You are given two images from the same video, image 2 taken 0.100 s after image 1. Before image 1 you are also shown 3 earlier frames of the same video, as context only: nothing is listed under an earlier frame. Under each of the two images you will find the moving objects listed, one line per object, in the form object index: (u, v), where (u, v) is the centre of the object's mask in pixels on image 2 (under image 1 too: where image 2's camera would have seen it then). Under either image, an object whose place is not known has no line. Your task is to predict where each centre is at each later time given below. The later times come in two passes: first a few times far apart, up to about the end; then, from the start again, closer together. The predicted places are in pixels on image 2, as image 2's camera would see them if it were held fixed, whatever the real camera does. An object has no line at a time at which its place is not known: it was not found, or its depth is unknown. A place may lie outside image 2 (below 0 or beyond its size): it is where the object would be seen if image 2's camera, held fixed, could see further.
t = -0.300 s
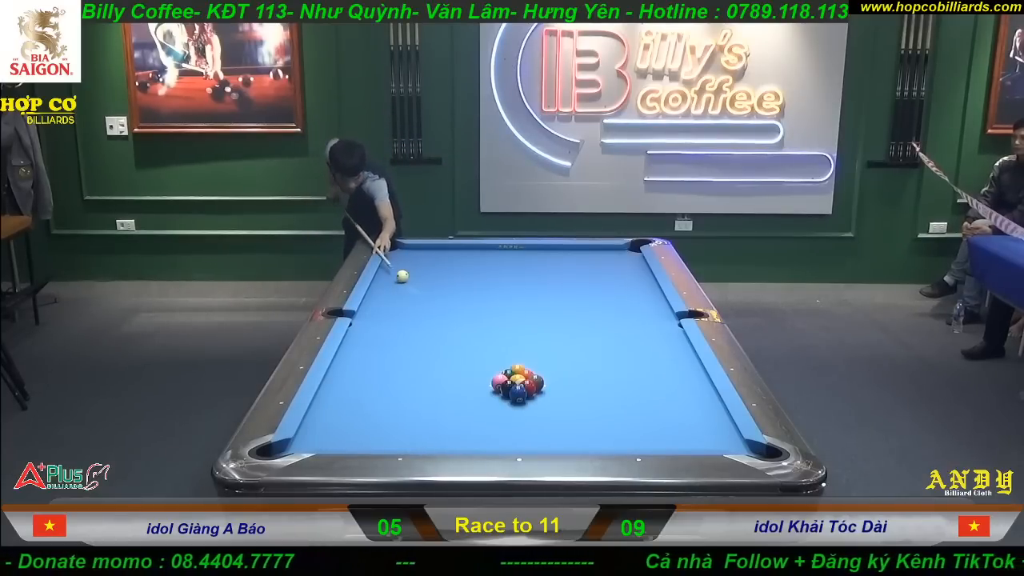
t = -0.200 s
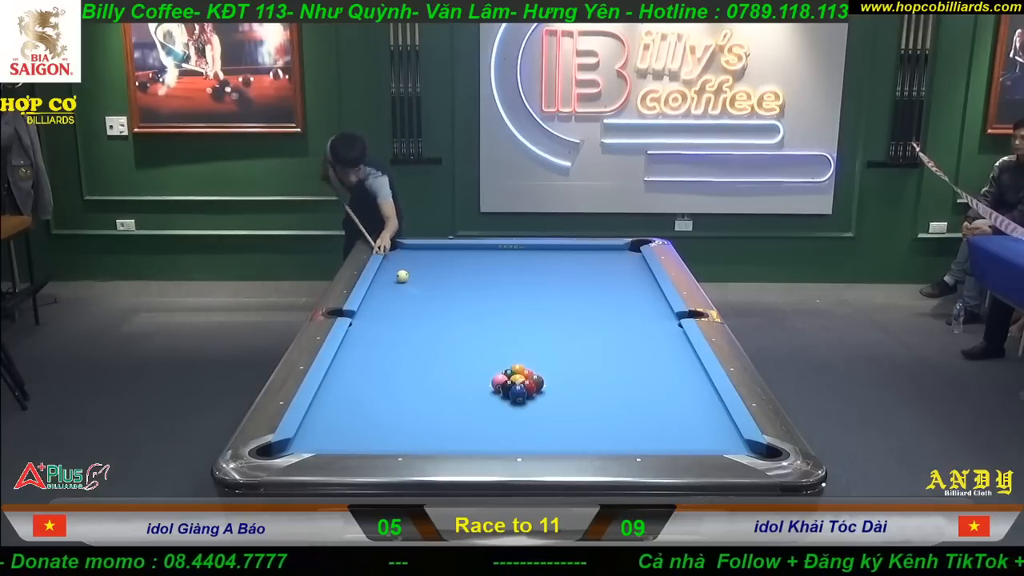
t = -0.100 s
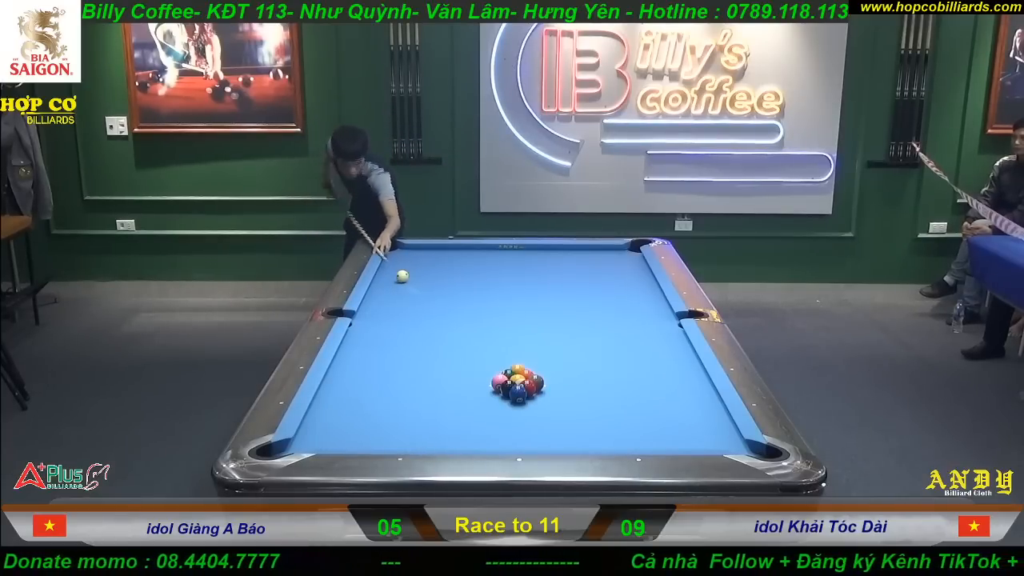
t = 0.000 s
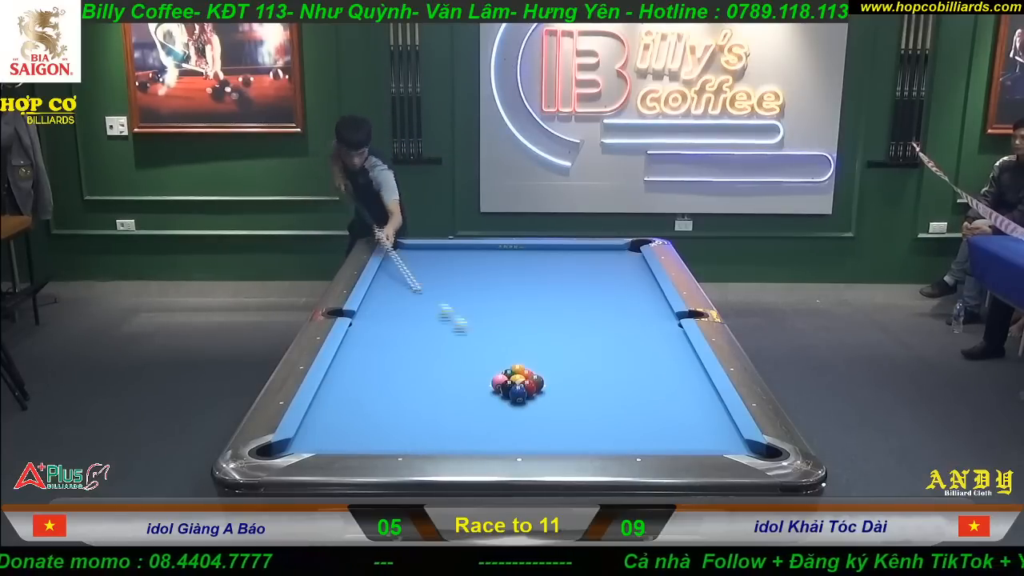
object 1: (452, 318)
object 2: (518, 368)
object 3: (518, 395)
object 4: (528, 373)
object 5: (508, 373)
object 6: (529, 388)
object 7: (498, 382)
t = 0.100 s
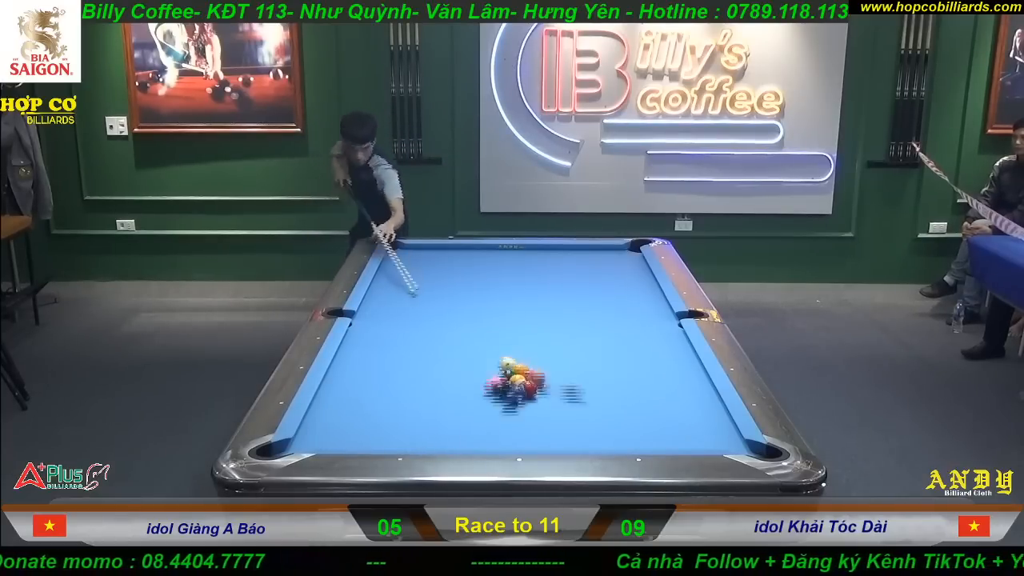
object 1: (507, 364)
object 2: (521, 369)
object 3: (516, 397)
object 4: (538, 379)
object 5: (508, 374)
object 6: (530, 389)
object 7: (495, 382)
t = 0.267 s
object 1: (479, 362)
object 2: (545, 365)
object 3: (455, 441)
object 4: (602, 374)
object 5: (503, 378)
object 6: (537, 401)
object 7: (444, 403)
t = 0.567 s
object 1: (435, 354)
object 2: (586, 354)
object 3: (416, 388)
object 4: (685, 365)
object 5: (495, 378)
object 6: (554, 421)
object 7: (355, 434)
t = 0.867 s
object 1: (402, 347)
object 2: (619, 344)
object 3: (390, 354)
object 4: (631, 360)
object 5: (491, 377)
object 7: (325, 424)
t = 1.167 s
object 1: (388, 324)
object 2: (653, 335)
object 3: (355, 338)
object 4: (576, 354)
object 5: (488, 376)
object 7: (323, 421)
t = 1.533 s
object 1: (375, 303)
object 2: (667, 326)
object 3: (393, 323)
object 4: (520, 349)
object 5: (487, 376)
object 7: (343, 419)
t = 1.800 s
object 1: (378, 289)
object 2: (650, 321)
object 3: (419, 313)
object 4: (479, 344)
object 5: (487, 376)
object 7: (357, 417)
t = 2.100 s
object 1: (391, 278)
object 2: (635, 317)
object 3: (442, 304)
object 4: (441, 341)
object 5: (487, 376)
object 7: (369, 416)
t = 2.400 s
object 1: (404, 266)
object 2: (620, 313)
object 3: (465, 294)
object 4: (400, 337)
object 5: (487, 376)
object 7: (380, 414)
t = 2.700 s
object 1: (414, 257)
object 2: (608, 309)
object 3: (484, 286)
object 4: (367, 334)
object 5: (487, 376)
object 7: (388, 413)
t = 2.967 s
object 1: (423, 249)
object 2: (597, 306)
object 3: (500, 279)
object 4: (363, 331)
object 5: (487, 376)
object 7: (394, 412)
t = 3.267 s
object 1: (433, 249)
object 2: (587, 303)
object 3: (515, 273)
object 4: (380, 330)
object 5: (487, 376)
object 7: (398, 411)
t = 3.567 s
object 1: (446, 253)
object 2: (578, 301)
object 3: (531, 267)
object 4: (397, 329)
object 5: (487, 376)
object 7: (401, 410)
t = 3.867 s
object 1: (457, 257)
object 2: (571, 299)
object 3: (544, 261)
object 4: (410, 327)
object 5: (487, 376)
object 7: (401, 410)
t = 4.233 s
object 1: (471, 262)
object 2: (563, 297)
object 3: (559, 255)
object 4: (425, 326)
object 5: (487, 376)
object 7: (401, 410)
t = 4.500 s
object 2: (559, 296)
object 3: (568, 252)
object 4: (433, 325)
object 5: (487, 376)
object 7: (401, 410)
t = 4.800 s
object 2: (556, 295)
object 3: (578, 248)
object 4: (442, 325)
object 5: (487, 376)
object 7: (401, 410)
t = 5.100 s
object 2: (554, 294)
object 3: (585, 248)
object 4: (448, 324)
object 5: (487, 376)
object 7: (401, 410)
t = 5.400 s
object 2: (554, 294)
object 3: (593, 250)
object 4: (452, 324)
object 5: (487, 376)
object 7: (401, 410)
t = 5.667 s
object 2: (554, 294)
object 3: (597, 251)
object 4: (455, 324)
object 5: (487, 376)
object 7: (401, 410)
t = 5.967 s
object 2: (554, 294)
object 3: (602, 253)
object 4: (456, 324)
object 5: (487, 376)
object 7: (401, 410)
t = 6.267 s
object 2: (554, 294)
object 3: (606, 253)
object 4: (455, 324)
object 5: (487, 376)
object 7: (401, 410)
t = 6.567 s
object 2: (554, 294)
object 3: (609, 254)
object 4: (456, 324)
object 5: (487, 376)
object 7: (401, 410)
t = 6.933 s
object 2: (554, 294)
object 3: (612, 254)
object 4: (455, 324)
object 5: (487, 376)
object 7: (401, 410)
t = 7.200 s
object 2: (554, 294)
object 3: (613, 255)
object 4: (456, 324)
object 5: (487, 376)
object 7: (401, 410)
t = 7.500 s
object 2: (554, 294)
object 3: (613, 255)
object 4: (456, 324)
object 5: (487, 376)
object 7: (401, 410)
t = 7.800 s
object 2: (554, 294)
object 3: (613, 255)
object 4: (456, 324)
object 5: (487, 376)
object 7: (401, 410)
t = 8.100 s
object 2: (554, 294)
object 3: (613, 255)
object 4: (456, 324)
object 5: (487, 376)
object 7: (401, 410)
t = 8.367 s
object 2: (554, 294)
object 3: (613, 255)
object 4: (456, 324)
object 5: (487, 376)
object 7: (401, 410)
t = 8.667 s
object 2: (554, 294)
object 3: (613, 255)
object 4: (456, 324)
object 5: (487, 376)
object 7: (401, 410)
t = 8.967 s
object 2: (554, 294)
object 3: (613, 255)
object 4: (456, 324)
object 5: (487, 376)
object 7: (401, 410)
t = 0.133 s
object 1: (499, 364)
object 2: (528, 370)
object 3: (499, 414)
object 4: (552, 377)
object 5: (505, 378)
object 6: (530, 393)
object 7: (483, 386)
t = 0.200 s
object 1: (485, 362)
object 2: (539, 367)
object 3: (470, 437)
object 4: (587, 375)
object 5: (504, 378)
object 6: (535, 399)
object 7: (455, 398)
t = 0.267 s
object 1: (479, 362)
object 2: (545, 365)
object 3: (455, 441)
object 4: (602, 374)
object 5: (503, 378)
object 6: (537, 401)
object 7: (444, 403)
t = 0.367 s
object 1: (462, 358)
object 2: (561, 360)
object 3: (438, 420)
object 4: (645, 370)
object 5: (500, 379)
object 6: (543, 409)
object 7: (407, 418)
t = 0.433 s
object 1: (451, 357)
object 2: (571, 357)
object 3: (429, 407)
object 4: (671, 368)
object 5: (497, 379)
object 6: (547, 414)
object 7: (383, 428)
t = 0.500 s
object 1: (446, 356)
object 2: (577, 355)
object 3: (425, 400)
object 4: (684, 367)
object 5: (496, 379)
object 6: (550, 416)
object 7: (370, 433)
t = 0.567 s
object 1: (435, 354)
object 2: (586, 354)
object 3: (416, 388)
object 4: (685, 365)
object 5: (495, 378)
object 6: (554, 421)
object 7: (355, 434)
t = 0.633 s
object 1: (425, 352)
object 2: (596, 350)
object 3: (409, 377)
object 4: (666, 363)
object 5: (494, 378)
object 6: (559, 427)
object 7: (349, 430)
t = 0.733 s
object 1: (414, 350)
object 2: (605, 347)
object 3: (401, 368)
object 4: (651, 362)
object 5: (492, 378)
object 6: (563, 433)
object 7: (340, 428)
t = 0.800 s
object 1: (405, 348)
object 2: (615, 345)
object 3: (394, 358)
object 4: (637, 360)
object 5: (491, 377)
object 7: (331, 423)
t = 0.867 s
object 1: (402, 347)
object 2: (619, 344)
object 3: (390, 354)
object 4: (631, 360)
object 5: (491, 377)
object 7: (325, 424)
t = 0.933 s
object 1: (397, 340)
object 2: (628, 342)
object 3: (377, 351)
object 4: (616, 358)
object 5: (490, 377)
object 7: (317, 424)
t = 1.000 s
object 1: (395, 334)
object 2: (637, 339)
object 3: (364, 346)
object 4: (602, 357)
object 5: (489, 377)
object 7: (312, 422)
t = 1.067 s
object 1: (393, 332)
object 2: (641, 338)
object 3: (358, 344)
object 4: (595, 356)
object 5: (489, 377)
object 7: (315, 422)
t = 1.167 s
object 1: (388, 324)
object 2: (653, 335)
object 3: (355, 338)
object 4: (576, 354)
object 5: (488, 376)
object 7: (323, 421)
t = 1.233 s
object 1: (385, 319)
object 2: (661, 332)
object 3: (365, 335)
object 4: (563, 353)
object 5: (488, 376)
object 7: (327, 421)
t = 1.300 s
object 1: (384, 316)
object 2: (665, 332)
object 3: (369, 333)
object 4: (557, 352)
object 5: (487, 376)
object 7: (330, 420)
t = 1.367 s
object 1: (381, 312)
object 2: (673, 329)
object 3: (377, 330)
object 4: (544, 351)
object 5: (487, 376)
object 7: (334, 420)
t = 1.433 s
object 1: (378, 307)
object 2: (672, 327)
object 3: (385, 326)
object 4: (532, 350)
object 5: (487, 376)
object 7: (339, 420)
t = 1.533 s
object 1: (375, 303)
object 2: (667, 326)
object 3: (393, 323)
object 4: (520, 349)
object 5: (487, 376)
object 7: (343, 419)
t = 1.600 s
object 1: (373, 299)
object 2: (662, 324)
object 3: (401, 321)
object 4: (508, 347)
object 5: (487, 376)
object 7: (347, 418)
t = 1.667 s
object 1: (371, 297)
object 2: (659, 323)
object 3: (405, 319)
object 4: (502, 346)
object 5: (487, 376)
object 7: (349, 418)
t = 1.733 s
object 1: (374, 293)
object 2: (655, 322)
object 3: (412, 316)
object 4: (490, 345)
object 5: (487, 376)
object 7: (353, 418)
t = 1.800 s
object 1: (378, 289)
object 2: (650, 321)
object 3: (419, 313)
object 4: (479, 344)
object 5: (487, 376)
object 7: (357, 417)
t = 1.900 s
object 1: (382, 286)
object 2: (645, 320)
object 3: (426, 310)
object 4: (468, 344)
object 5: (487, 376)
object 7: (360, 417)
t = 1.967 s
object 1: (386, 282)
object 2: (641, 318)
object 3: (432, 308)
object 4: (457, 343)
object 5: (487, 376)
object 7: (364, 416)
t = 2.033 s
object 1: (389, 279)
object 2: (637, 317)
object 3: (439, 305)
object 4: (446, 342)
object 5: (487, 376)
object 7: (367, 416)
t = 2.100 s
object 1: (391, 278)
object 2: (635, 317)
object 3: (442, 304)
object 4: (441, 341)
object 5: (487, 376)
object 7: (369, 416)
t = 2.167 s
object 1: (394, 275)
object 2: (631, 315)
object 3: (448, 301)
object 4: (430, 340)
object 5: (487, 376)
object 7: (372, 415)
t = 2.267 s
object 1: (398, 272)
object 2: (627, 314)
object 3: (454, 299)
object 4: (420, 339)
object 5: (487, 376)
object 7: (374, 415)
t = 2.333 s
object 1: (401, 269)
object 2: (623, 313)
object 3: (460, 296)
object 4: (410, 338)
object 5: (487, 376)
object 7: (377, 414)
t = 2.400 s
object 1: (404, 266)
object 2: (620, 313)
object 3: (465, 294)
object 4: (400, 337)
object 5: (487, 376)
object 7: (380, 414)
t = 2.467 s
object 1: (406, 264)
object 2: (618, 312)
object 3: (468, 292)
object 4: (395, 336)
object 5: (487, 376)
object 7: (381, 414)
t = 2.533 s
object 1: (409, 262)
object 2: (614, 311)
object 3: (473, 290)
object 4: (385, 336)
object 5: (487, 376)
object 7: (384, 413)
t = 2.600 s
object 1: (411, 260)
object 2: (611, 310)
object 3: (478, 288)
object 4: (376, 335)
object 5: (487, 376)
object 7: (385, 413)
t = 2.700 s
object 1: (414, 257)
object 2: (608, 309)
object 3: (484, 286)
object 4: (367, 334)
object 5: (487, 376)
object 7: (388, 413)
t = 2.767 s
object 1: (417, 255)
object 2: (605, 308)
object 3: (489, 284)
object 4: (358, 333)
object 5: (487, 376)
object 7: (389, 412)
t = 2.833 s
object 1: (419, 252)
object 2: (602, 307)
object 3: (493, 282)
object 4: (355, 332)
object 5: (487, 376)
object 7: (391, 412)
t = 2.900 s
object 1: (421, 251)
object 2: (600, 307)
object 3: (496, 281)
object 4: (358, 332)
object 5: (487, 376)
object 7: (392, 412)
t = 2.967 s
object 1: (423, 249)
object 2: (597, 306)
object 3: (500, 279)
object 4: (363, 331)
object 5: (487, 376)
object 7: (394, 412)
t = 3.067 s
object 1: (425, 246)
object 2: (594, 305)
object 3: (505, 278)
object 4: (368, 331)
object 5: (487, 376)
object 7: (395, 411)
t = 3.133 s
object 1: (428, 247)
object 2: (591, 305)
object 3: (509, 276)
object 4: (373, 330)
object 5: (487, 376)
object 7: (396, 411)
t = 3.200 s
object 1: (432, 248)
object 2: (589, 304)
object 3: (513, 274)
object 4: (378, 330)
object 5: (487, 376)
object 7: (397, 411)
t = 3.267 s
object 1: (433, 249)
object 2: (587, 303)
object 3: (515, 273)
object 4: (380, 330)
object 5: (487, 376)
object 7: (398, 411)
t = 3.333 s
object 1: (436, 250)
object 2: (585, 303)
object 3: (520, 271)
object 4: (384, 330)
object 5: (487, 376)
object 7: (399, 411)
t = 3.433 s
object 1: (441, 252)
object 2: (582, 302)
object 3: (525, 269)
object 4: (391, 329)
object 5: (487, 376)
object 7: (400, 411)
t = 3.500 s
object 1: (443, 252)
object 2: (581, 302)
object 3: (527, 268)
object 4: (393, 329)
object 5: (487, 376)
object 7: (400, 411)
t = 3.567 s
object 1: (446, 253)
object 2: (578, 301)
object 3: (531, 267)
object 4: (397, 329)
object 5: (487, 376)
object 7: (401, 410)
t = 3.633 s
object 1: (449, 254)
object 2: (576, 301)
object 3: (535, 265)
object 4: (401, 328)
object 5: (487, 376)
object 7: (401, 411)
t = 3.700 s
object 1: (450, 255)
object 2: (575, 300)
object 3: (537, 264)
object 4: (403, 328)
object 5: (487, 376)
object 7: (401, 411)
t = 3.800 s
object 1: (455, 256)
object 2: (572, 300)
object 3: (542, 262)
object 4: (408, 328)
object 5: (487, 376)
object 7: (401, 410)
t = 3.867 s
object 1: (457, 257)
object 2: (571, 299)
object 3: (544, 261)
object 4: (410, 327)
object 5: (487, 376)
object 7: (401, 410)
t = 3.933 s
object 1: (459, 258)
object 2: (570, 299)
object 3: (547, 260)
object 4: (413, 327)
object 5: (487, 376)
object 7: (401, 410)
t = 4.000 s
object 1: (462, 259)
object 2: (568, 299)
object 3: (550, 259)
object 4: (416, 327)
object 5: (487, 376)
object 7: (401, 410)
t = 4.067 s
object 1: (464, 260)
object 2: (567, 298)
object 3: (552, 258)
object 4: (418, 327)
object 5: (487, 376)
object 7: (401, 410)
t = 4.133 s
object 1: (467, 261)
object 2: (566, 298)
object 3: (555, 257)
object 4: (421, 327)
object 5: (487, 376)
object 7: (401, 410)
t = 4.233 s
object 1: (471, 262)
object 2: (563, 297)
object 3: (559, 255)
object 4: (425, 326)
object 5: (487, 376)
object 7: (401, 410)
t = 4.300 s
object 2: (563, 297)
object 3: (561, 255)
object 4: (426, 326)
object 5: (487, 376)
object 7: (401, 410)
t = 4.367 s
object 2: (561, 297)
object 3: (564, 254)
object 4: (430, 326)
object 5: (487, 376)
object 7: (401, 410)
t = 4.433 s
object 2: (560, 297)
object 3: (567, 252)
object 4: (432, 325)
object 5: (487, 376)
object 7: (401, 410)
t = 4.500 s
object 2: (559, 296)
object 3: (568, 252)
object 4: (433, 325)
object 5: (487, 376)
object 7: (401, 410)
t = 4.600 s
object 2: (558, 296)
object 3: (571, 250)
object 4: (437, 325)
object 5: (487, 376)
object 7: (401, 410)
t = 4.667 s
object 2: (557, 296)
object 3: (573, 250)
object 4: (438, 325)
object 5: (487, 376)
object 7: (401, 410)
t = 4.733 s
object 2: (557, 295)
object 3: (575, 249)
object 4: (440, 325)
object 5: (487, 376)
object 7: (401, 410)
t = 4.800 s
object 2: (556, 295)
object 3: (578, 248)
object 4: (442, 325)
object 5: (487, 376)
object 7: (401, 410)
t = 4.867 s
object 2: (556, 295)
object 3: (579, 247)
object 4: (442, 325)
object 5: (487, 376)
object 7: (401, 410)
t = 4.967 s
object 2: (555, 295)
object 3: (582, 248)
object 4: (445, 324)
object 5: (487, 376)
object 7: (401, 410)
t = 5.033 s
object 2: (555, 294)
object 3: (584, 248)
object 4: (447, 324)
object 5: (487, 376)
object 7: (401, 410)
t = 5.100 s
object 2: (554, 294)
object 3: (585, 248)
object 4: (448, 324)
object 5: (487, 376)
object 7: (401, 410)
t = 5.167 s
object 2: (554, 294)
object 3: (587, 249)
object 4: (449, 324)
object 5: (487, 376)
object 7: (401, 410)
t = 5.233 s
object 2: (554, 294)
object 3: (589, 250)
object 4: (450, 324)
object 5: (487, 376)
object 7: (401, 410)
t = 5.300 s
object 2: (554, 294)
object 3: (590, 250)
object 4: (451, 324)
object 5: (487, 376)
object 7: (401, 410)
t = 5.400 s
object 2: (554, 294)
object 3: (593, 250)
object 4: (452, 324)
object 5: (487, 376)
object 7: (401, 410)
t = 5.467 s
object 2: (554, 294)
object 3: (593, 250)
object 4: (453, 324)
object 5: (487, 376)
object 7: (401, 410)
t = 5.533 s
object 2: (554, 294)
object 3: (595, 251)
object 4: (454, 324)
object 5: (487, 376)
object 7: (401, 410)
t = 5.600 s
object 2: (554, 294)
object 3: (596, 251)
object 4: (454, 324)
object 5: (487, 376)
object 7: (401, 410)
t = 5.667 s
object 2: (554, 294)
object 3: (597, 251)
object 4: (455, 324)
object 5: (487, 376)
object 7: (401, 410)
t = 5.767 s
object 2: (554, 294)
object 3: (599, 252)
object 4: (455, 324)
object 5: (487, 376)
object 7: (401, 410)
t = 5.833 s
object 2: (554, 294)
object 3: (601, 252)
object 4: (455, 324)
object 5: (487, 376)
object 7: (401, 410)
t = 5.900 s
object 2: (554, 294)
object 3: (601, 252)
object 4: (456, 324)
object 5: (487, 376)
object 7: (401, 410)
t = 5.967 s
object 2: (554, 294)
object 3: (602, 253)
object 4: (456, 324)
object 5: (487, 376)
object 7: (401, 410)
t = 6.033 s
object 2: (554, 294)
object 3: (603, 253)
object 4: (456, 324)
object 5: (487, 376)
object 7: (401, 410)
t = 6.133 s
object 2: (554, 294)
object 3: (604, 253)
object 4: (456, 324)
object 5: (487, 376)
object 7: (401, 410)
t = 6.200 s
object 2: (554, 294)
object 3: (605, 253)
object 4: (456, 324)
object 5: (487, 376)
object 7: (401, 410)
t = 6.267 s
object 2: (554, 294)
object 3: (606, 253)
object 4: (455, 324)
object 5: (487, 376)
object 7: (401, 410)
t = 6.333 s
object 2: (554, 294)
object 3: (607, 253)
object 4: (456, 324)
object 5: (487, 376)
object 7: (401, 410)
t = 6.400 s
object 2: (554, 294)
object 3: (608, 254)
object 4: (456, 324)
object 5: (487, 376)
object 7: (401, 410)
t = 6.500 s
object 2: (554, 294)
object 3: (608, 254)
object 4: (456, 324)
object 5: (487, 376)
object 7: (401, 410)
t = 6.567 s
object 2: (554, 294)
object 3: (609, 254)
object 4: (456, 324)
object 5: (487, 376)
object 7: (401, 410)
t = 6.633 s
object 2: (554, 294)
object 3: (610, 254)
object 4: (456, 324)
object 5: (487, 376)
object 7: (401, 410)
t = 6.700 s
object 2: (554, 294)
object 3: (610, 254)
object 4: (456, 324)
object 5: (487, 376)
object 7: (401, 410)
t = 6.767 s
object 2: (554, 294)
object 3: (611, 254)
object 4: (456, 324)
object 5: (487, 376)
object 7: (401, 410)
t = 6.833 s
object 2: (554, 294)
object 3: (611, 254)
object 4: (456, 324)
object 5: (487, 376)
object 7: (401, 410)
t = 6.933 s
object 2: (554, 294)
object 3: (612, 254)
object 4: (455, 324)
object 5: (487, 376)
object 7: (401, 410)
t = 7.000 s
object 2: (554, 294)
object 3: (612, 254)
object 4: (455, 324)
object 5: (487, 376)
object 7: (401, 410)
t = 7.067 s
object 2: (554, 293)
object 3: (612, 255)
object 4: (455, 324)
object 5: (487, 376)
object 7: (401, 410)
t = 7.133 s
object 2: (554, 294)
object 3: (612, 255)
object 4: (455, 324)
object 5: (487, 376)
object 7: (401, 410)
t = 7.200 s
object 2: (554, 294)
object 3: (613, 255)
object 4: (456, 324)
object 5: (487, 376)
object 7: (401, 410)
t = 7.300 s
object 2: (554, 294)
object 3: (613, 255)
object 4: (455, 324)
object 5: (487, 376)
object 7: (401, 410)
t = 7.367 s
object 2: (554, 294)
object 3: (613, 255)
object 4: (456, 324)
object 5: (487, 376)
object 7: (401, 410)
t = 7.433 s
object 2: (554, 294)
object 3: (613, 255)
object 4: (456, 324)
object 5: (487, 376)
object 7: (401, 410)
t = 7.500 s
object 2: (554, 294)
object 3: (613, 255)
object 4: (456, 324)
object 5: (487, 376)
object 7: (401, 410)
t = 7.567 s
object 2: (554, 294)
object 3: (613, 255)
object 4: (456, 324)
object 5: (487, 376)
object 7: (401, 410)
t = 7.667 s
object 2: (554, 294)
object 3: (613, 255)
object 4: (456, 324)
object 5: (487, 376)
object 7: (401, 410)
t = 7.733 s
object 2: (554, 294)
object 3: (613, 255)
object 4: (456, 324)
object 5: (487, 376)
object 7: (401, 410)
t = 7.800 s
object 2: (554, 294)
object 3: (613, 255)
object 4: (456, 324)
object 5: (487, 376)
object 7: (401, 410)
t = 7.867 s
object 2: (554, 294)
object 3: (613, 255)
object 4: (456, 324)
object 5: (487, 376)
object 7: (401, 410)
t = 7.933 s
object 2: (554, 294)
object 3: (613, 255)
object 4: (456, 324)
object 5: (487, 376)
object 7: (401, 410)
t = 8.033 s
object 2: (554, 294)
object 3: (613, 255)
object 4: (456, 324)
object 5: (487, 376)
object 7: (401, 410)
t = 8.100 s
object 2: (554, 294)
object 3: (613, 255)
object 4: (456, 324)
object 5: (487, 376)
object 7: (401, 410)
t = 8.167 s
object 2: (554, 294)
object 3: (613, 255)
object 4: (456, 324)
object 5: (487, 376)
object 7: (401, 410)
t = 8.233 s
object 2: (554, 294)
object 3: (613, 255)
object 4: (456, 324)
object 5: (487, 376)
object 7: (401, 410)
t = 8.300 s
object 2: (554, 294)
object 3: (613, 255)
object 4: (456, 324)
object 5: (487, 376)
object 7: (401, 410)
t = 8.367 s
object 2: (554, 294)
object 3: (613, 255)
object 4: (456, 324)
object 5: (487, 376)
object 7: (401, 410)
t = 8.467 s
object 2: (554, 294)
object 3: (613, 255)
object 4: (456, 324)
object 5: (487, 376)
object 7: (401, 410)
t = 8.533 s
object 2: (554, 294)
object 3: (613, 255)
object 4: (456, 324)
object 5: (487, 376)
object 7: (401, 410)
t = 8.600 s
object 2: (554, 294)
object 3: (613, 255)
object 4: (456, 324)
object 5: (487, 376)
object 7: (401, 410)
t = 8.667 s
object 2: (554, 294)
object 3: (613, 255)
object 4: (456, 324)
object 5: (487, 376)
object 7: (401, 410)
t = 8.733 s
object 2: (554, 294)
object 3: (613, 255)
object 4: (456, 324)
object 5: (487, 376)
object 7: (401, 410)
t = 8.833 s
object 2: (554, 294)
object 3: (613, 255)
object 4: (456, 324)
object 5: (487, 376)
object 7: (401, 410)
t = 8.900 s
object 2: (554, 294)
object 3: (613, 255)
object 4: (456, 324)
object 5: (487, 376)
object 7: (401, 410)
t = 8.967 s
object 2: (554, 294)
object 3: (613, 255)
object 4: (456, 324)
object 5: (487, 376)
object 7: (401, 410)
